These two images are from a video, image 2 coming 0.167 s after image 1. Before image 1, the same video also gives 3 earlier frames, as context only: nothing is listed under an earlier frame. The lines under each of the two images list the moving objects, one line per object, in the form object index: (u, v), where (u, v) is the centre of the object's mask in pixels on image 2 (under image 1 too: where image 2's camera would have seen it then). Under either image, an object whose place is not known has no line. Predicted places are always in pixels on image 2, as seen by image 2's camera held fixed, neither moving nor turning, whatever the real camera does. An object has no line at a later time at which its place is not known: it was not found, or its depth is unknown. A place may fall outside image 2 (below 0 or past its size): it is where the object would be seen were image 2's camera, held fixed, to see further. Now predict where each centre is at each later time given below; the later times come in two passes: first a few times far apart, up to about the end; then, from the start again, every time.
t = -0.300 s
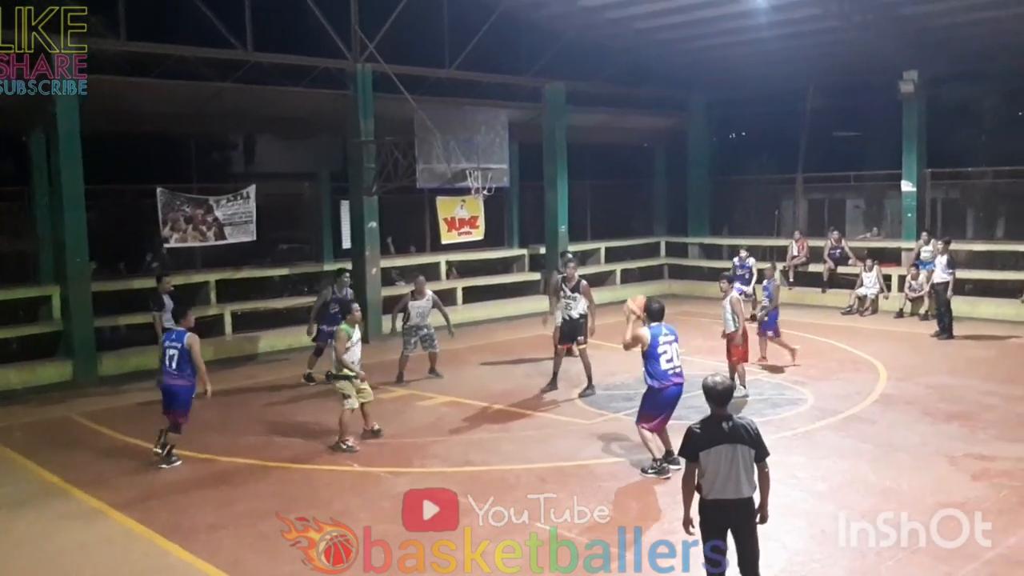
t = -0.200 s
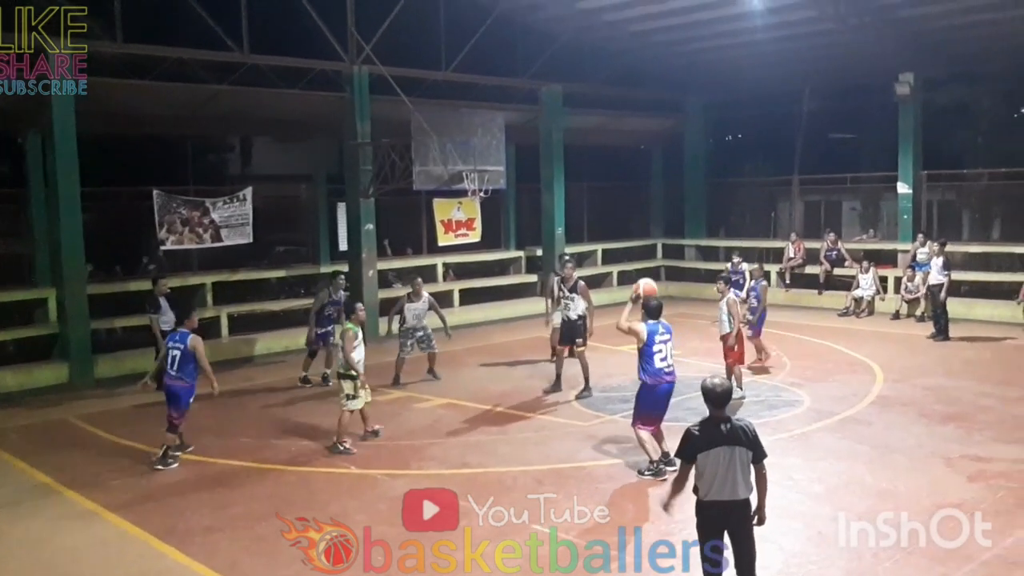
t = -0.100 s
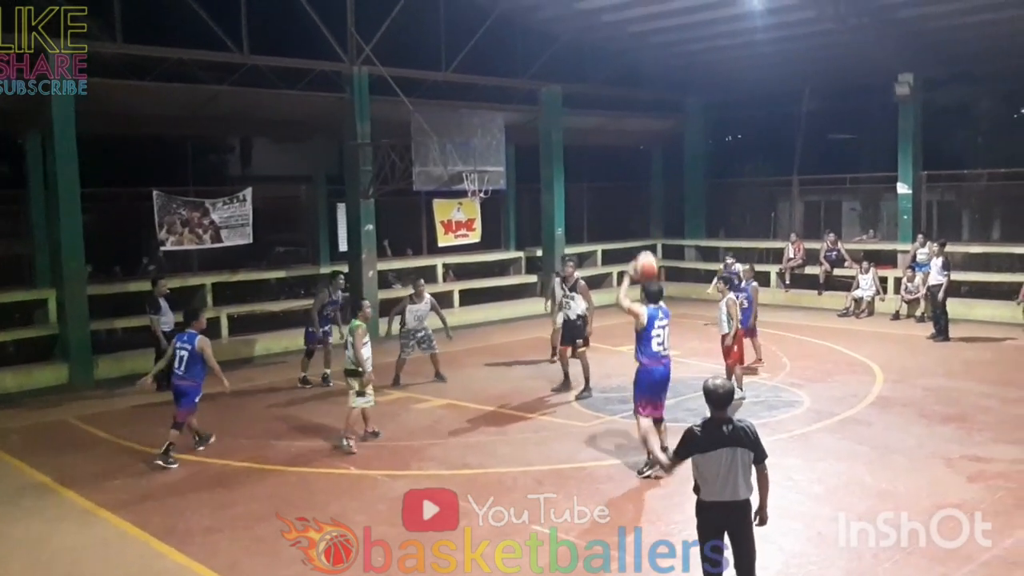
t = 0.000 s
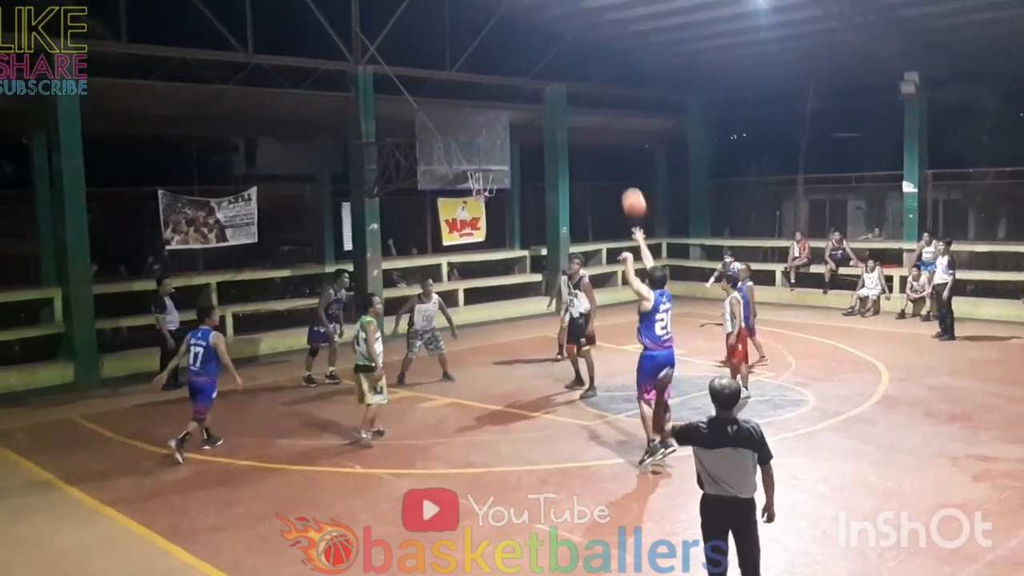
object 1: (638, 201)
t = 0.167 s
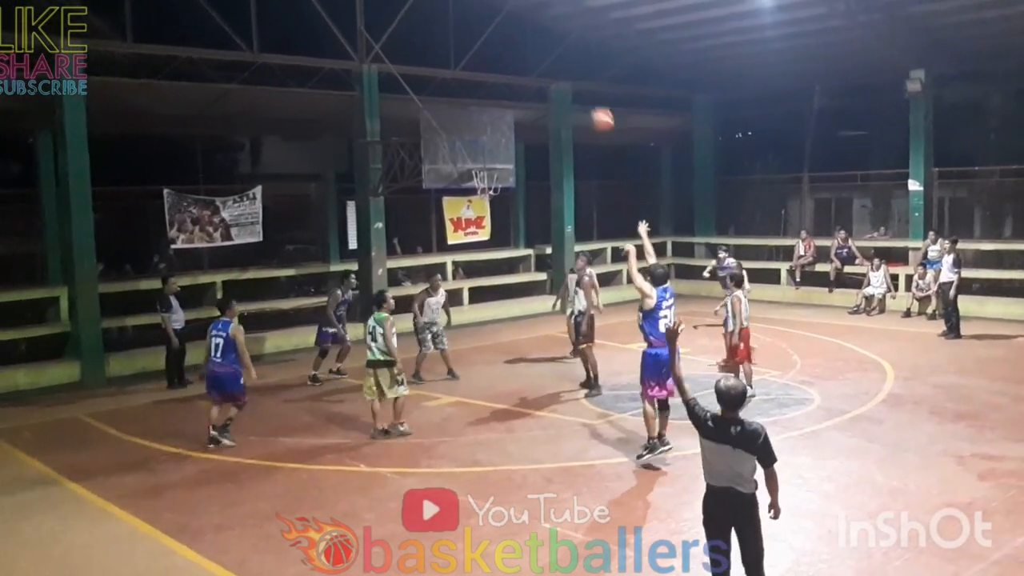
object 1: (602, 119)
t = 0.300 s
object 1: (577, 77)
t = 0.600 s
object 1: (529, 49)
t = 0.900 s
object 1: (496, 87)
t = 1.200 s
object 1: (475, 156)
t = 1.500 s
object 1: (495, 103)
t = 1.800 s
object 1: (517, 112)
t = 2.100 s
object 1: (541, 176)
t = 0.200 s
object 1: (596, 106)
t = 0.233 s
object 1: (589, 96)
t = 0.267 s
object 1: (582, 87)
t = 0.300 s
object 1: (577, 77)
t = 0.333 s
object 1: (570, 71)
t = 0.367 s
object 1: (565, 65)
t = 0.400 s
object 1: (560, 59)
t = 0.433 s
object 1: (554, 55)
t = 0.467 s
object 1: (549, 52)
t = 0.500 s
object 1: (544, 50)
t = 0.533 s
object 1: (539, 49)
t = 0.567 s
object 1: (534, 49)
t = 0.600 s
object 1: (529, 49)
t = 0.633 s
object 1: (525, 50)
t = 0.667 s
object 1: (521, 52)
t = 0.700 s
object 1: (517, 55)
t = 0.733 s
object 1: (513, 59)
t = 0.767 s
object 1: (509, 63)
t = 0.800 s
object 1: (506, 67)
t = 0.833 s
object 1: (503, 74)
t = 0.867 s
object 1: (500, 80)
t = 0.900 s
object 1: (496, 87)
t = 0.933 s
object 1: (493, 94)
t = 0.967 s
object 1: (491, 101)
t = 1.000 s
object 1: (488, 108)
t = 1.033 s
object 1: (486, 120)
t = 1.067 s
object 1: (484, 128)
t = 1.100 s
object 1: (480, 139)
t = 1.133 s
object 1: (476, 151)
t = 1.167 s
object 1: (474, 159)
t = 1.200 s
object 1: (475, 156)
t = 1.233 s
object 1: (478, 147)
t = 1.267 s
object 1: (480, 138)
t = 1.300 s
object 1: (482, 131)
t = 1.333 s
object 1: (483, 125)
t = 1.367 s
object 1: (485, 119)
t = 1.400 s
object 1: (487, 114)
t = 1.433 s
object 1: (490, 108)
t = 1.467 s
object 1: (494, 105)
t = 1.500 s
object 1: (495, 103)
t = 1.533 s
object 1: (497, 101)
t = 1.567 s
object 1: (499, 100)
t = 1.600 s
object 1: (501, 101)
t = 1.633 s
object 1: (504, 100)
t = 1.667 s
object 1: (507, 101)
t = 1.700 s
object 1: (510, 103)
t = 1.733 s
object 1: (512, 106)
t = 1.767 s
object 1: (515, 108)
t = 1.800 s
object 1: (517, 112)
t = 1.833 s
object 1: (520, 117)
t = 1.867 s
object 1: (522, 122)
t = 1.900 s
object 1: (525, 128)
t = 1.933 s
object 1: (528, 134)
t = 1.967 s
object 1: (530, 141)
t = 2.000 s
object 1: (533, 149)
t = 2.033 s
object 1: (535, 157)
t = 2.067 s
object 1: (538, 166)
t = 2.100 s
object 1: (541, 176)
